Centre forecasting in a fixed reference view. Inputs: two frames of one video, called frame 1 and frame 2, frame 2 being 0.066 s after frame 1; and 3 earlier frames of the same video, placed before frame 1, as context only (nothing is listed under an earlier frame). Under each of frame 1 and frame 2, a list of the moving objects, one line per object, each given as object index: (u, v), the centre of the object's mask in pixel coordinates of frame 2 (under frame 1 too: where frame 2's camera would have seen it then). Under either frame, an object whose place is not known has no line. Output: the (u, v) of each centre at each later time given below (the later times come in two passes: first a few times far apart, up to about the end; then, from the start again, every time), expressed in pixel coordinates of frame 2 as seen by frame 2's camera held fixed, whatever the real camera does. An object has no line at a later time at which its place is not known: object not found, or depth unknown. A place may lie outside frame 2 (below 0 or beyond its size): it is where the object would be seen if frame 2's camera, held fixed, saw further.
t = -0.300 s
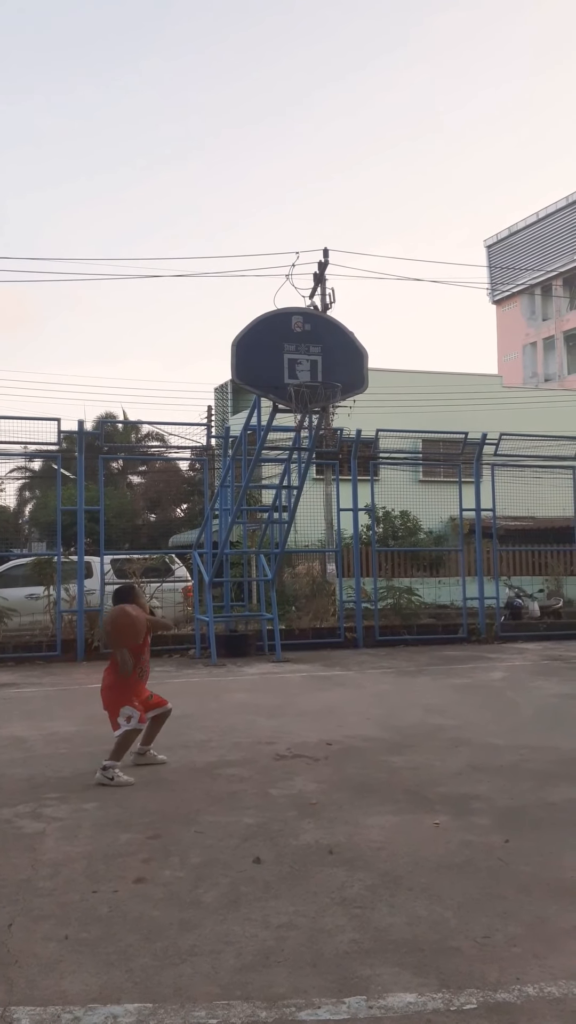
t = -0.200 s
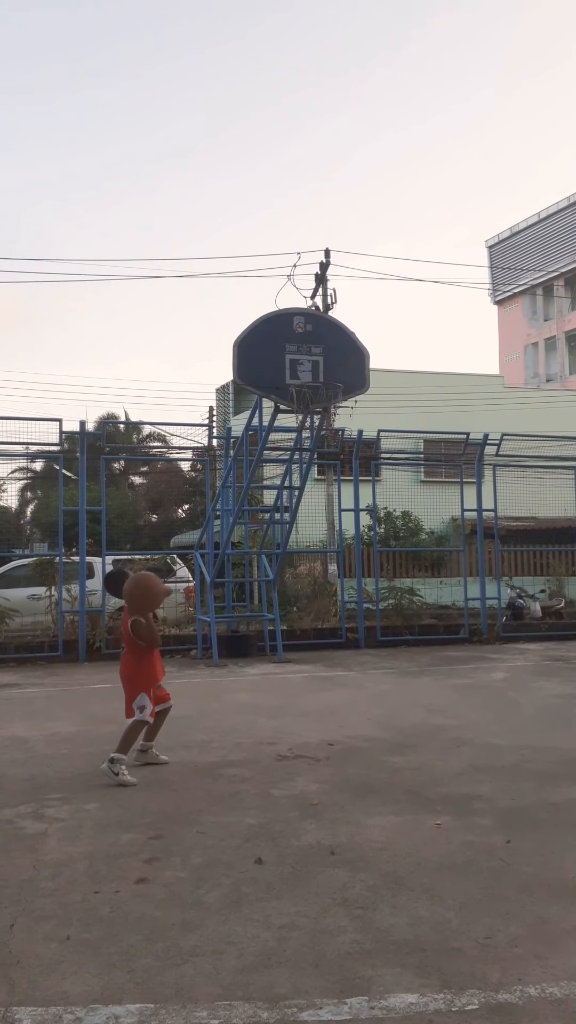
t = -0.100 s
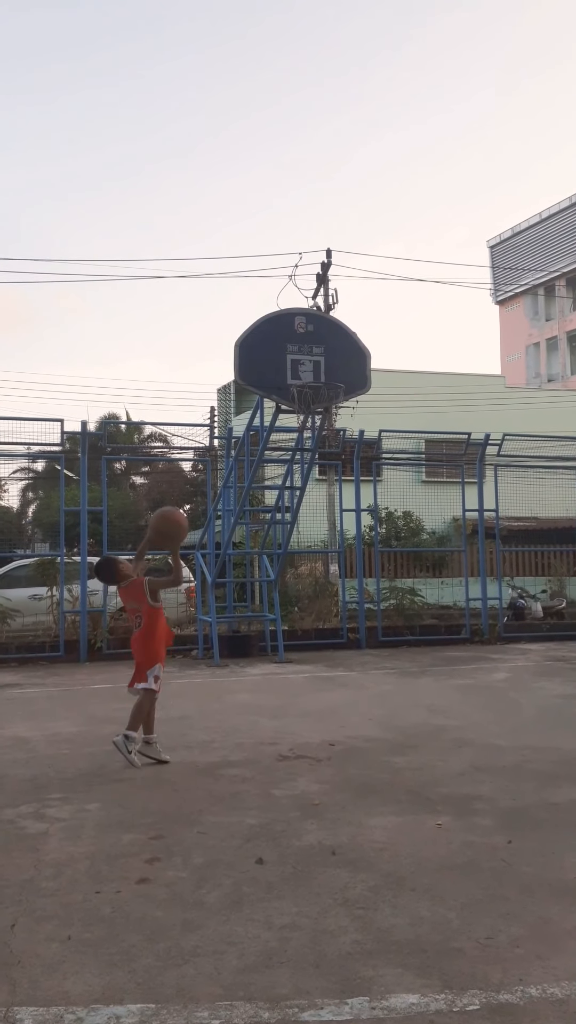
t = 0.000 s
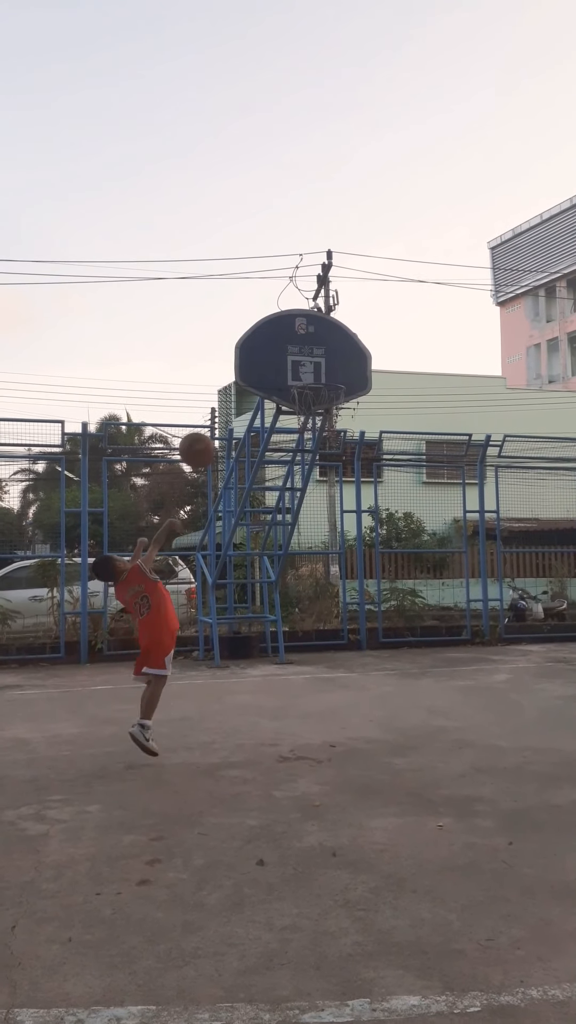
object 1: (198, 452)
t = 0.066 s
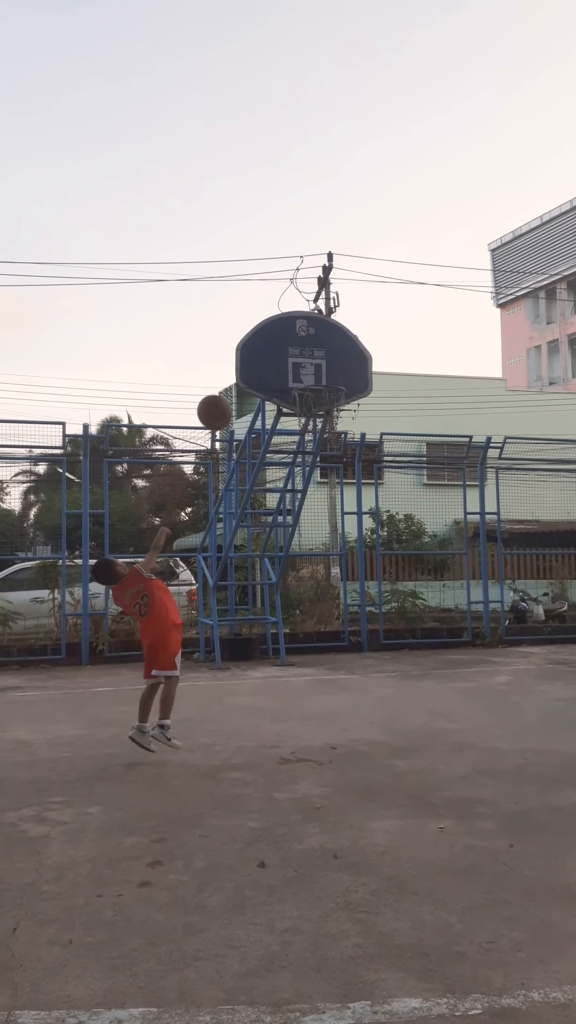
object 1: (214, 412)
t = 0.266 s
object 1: (257, 344)
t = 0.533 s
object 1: (303, 340)
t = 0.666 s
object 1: (322, 366)
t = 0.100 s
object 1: (222, 396)
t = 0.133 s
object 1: (229, 382)
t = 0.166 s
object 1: (237, 370)
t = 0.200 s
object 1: (244, 360)
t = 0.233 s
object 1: (251, 351)
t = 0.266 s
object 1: (257, 344)
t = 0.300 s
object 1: (263, 340)
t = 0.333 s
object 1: (269, 335)
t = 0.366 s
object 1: (276, 334)
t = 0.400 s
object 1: (281, 333)
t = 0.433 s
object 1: (287, 333)
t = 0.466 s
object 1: (293, 334)
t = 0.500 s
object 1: (298, 336)
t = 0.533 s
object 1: (303, 340)
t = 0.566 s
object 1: (308, 345)
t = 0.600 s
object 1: (313, 351)
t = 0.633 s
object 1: (318, 358)
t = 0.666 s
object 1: (322, 366)
